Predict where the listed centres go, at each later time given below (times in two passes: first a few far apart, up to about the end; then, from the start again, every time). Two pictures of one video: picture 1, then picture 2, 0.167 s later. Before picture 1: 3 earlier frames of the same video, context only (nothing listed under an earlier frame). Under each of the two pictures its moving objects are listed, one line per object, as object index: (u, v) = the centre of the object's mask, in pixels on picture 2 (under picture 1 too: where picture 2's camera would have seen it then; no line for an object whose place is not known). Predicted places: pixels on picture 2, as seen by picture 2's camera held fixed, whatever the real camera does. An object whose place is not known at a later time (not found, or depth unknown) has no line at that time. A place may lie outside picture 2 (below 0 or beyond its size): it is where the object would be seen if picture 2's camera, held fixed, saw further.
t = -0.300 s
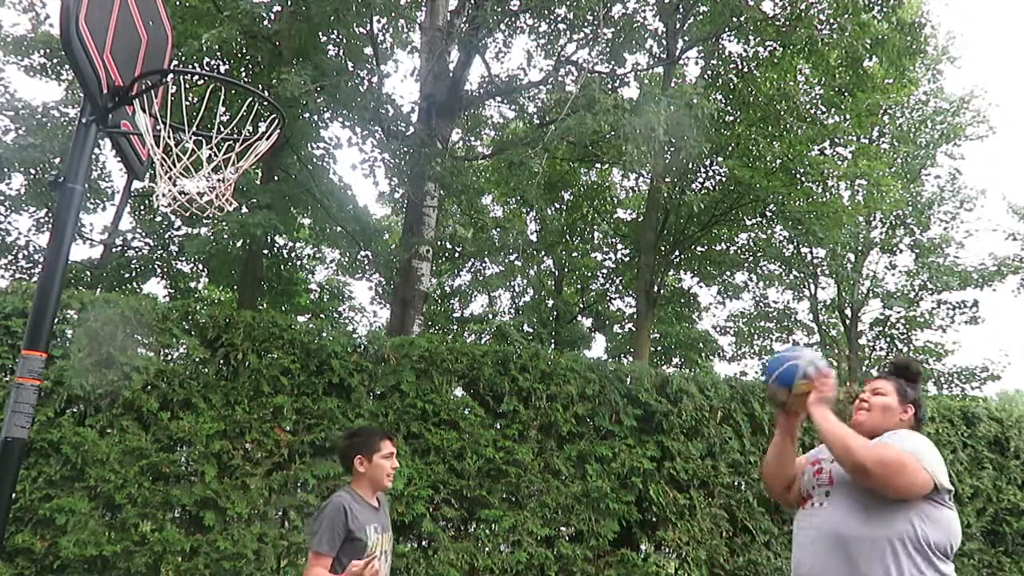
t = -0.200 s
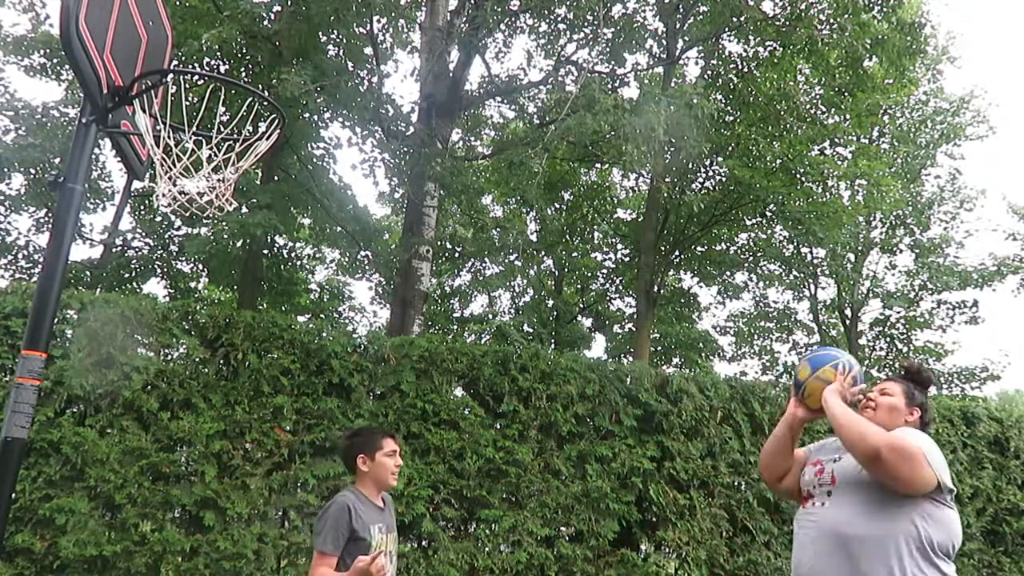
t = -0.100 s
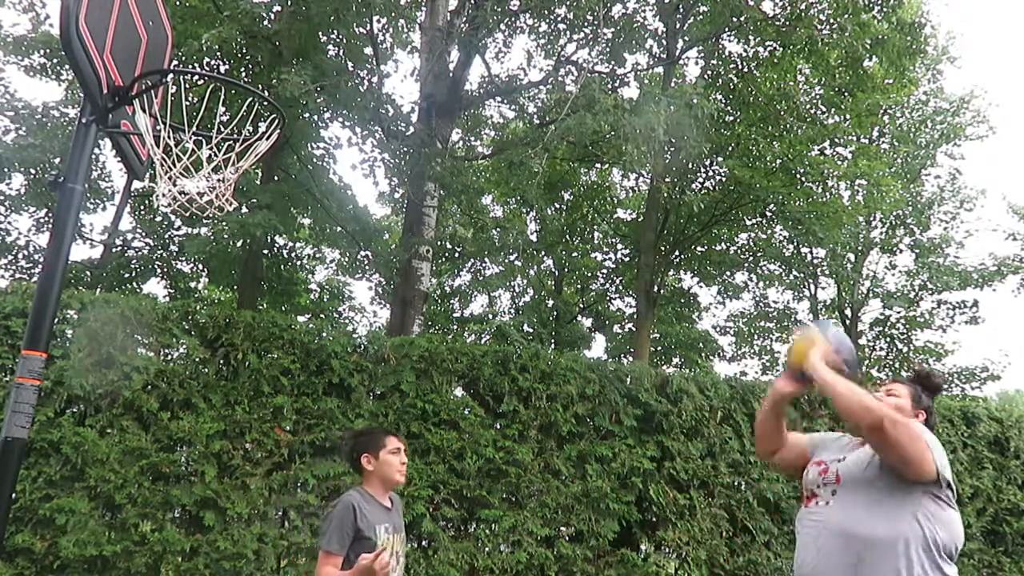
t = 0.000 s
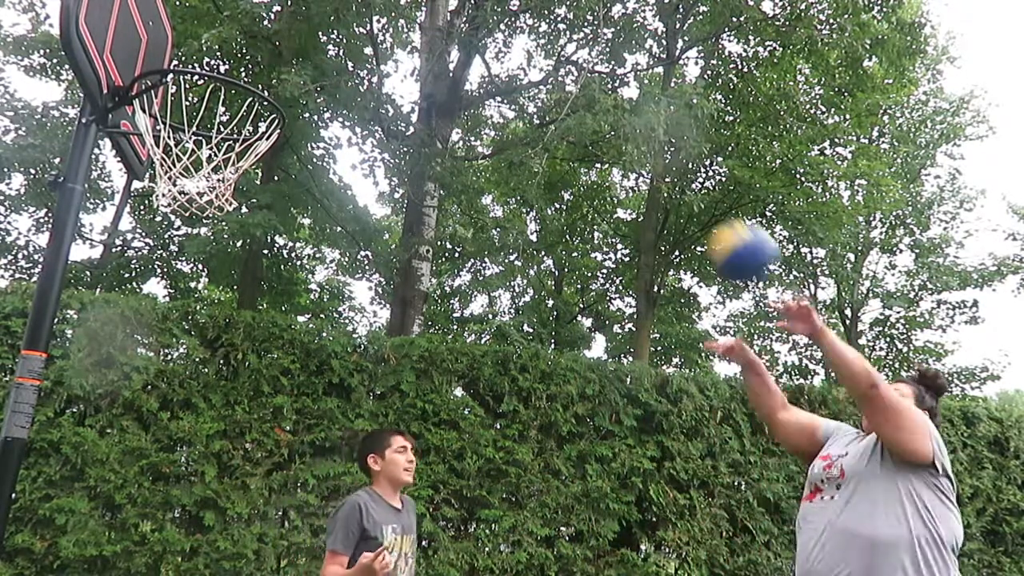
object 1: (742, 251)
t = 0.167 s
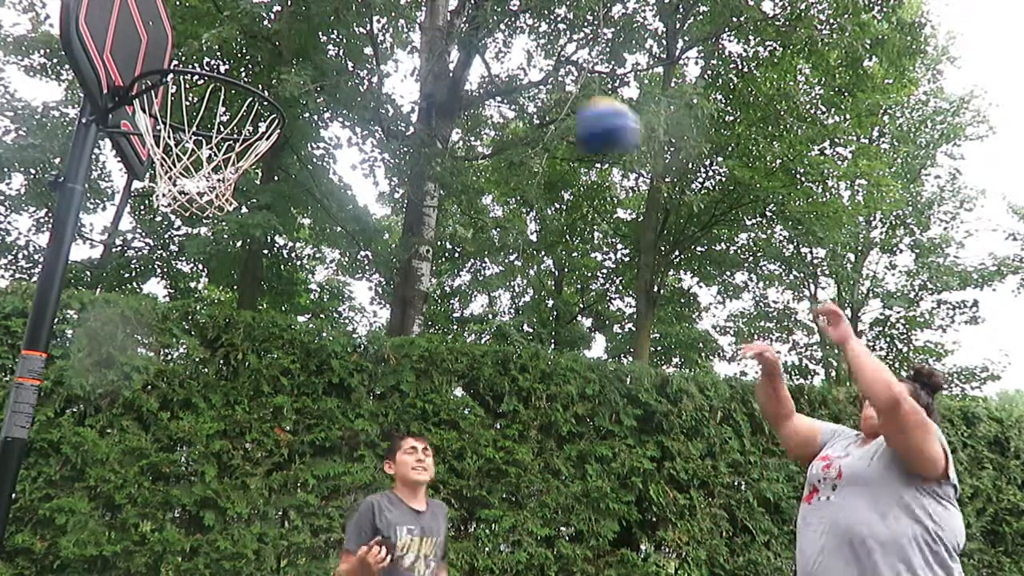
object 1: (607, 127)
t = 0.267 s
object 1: (527, 90)
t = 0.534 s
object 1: (288, 79)
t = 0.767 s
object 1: (194, 52)
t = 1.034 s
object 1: (273, 67)
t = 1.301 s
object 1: (337, 348)
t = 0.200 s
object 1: (581, 113)
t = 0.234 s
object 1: (555, 101)
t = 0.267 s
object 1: (527, 90)
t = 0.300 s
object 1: (496, 79)
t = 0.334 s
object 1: (463, 74)
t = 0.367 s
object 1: (441, 69)
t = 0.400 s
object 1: (416, 70)
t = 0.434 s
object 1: (378, 67)
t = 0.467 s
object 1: (348, 70)
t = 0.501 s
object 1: (317, 78)
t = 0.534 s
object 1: (288, 79)
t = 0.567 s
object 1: (256, 94)
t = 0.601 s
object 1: (220, 96)
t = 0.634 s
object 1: (190, 101)
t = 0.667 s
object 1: (176, 84)
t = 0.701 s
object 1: (176, 69)
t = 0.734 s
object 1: (183, 56)
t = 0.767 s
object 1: (194, 52)
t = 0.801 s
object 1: (205, 45)
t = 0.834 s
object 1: (217, 41)
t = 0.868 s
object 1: (226, 40)
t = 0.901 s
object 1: (235, 40)
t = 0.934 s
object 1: (245, 41)
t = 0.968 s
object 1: (254, 46)
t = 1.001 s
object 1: (264, 54)
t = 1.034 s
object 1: (273, 67)
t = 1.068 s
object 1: (281, 83)
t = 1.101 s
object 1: (289, 104)
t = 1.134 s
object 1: (297, 129)
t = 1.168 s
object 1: (306, 160)
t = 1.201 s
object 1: (313, 196)
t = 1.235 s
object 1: (323, 233)
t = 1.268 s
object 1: (329, 283)
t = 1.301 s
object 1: (337, 348)
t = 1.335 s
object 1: (346, 406)
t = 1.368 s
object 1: (353, 482)
